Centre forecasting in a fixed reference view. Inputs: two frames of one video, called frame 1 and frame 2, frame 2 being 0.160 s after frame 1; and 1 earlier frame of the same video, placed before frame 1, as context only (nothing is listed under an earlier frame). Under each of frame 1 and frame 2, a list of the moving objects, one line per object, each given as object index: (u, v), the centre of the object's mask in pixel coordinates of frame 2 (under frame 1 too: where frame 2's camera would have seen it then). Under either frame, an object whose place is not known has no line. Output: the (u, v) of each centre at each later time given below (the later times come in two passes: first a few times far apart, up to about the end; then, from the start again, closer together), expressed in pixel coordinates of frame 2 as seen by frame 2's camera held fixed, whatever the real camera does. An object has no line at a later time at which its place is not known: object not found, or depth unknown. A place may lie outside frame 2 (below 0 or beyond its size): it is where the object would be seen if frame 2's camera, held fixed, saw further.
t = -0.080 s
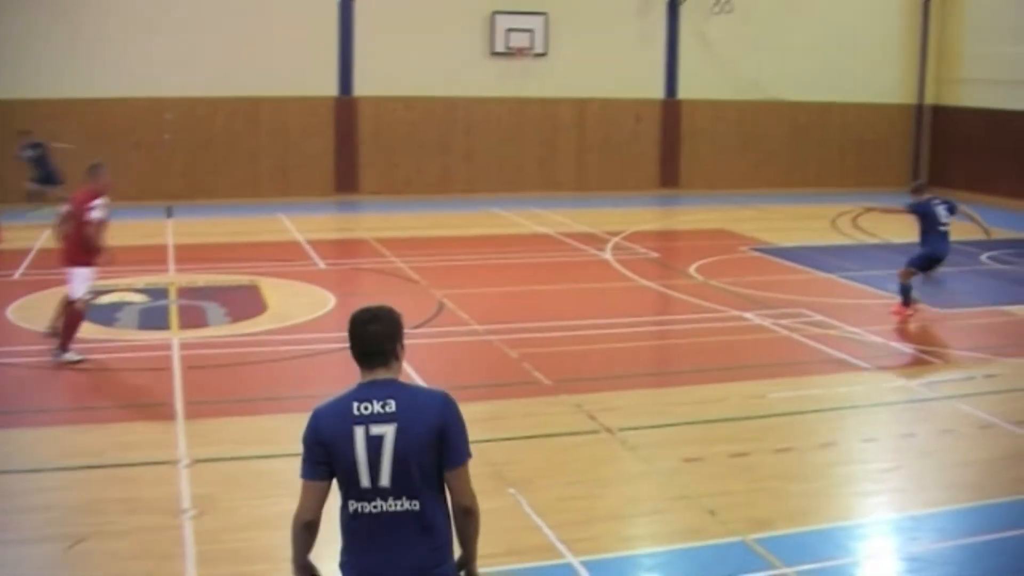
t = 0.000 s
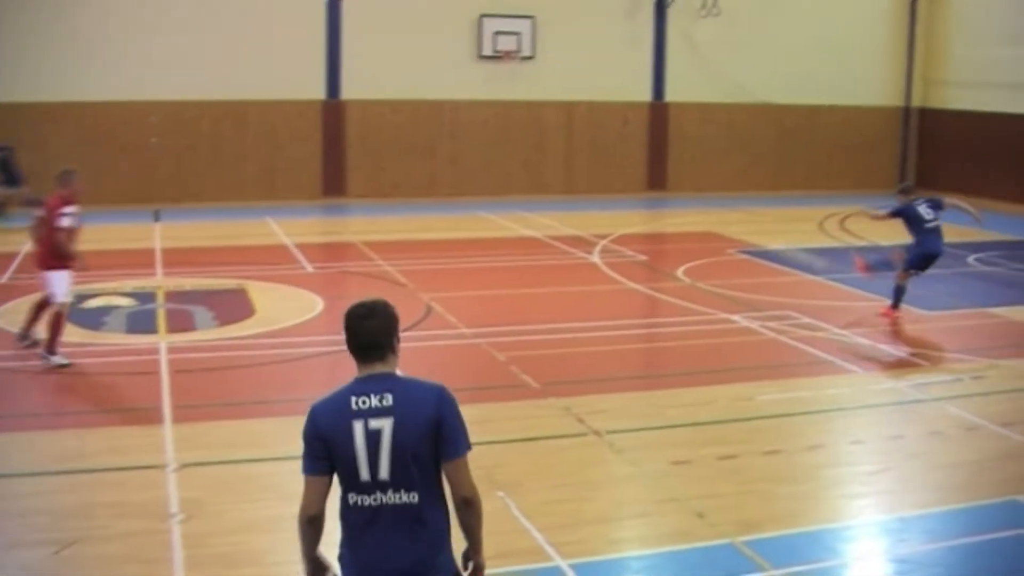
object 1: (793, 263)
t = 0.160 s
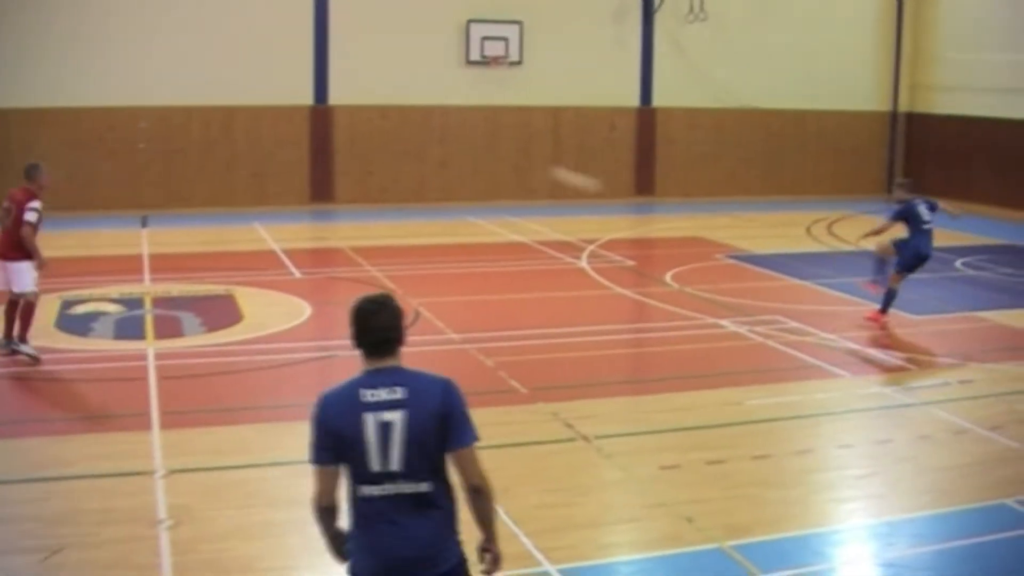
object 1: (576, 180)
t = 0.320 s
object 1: (382, 123)
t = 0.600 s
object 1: (89, 74)
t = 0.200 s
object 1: (524, 163)
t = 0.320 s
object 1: (382, 123)
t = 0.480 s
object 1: (207, 87)
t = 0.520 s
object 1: (166, 82)
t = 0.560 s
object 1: (127, 78)
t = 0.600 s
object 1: (89, 74)
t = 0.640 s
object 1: (50, 72)
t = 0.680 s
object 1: (11, 71)
